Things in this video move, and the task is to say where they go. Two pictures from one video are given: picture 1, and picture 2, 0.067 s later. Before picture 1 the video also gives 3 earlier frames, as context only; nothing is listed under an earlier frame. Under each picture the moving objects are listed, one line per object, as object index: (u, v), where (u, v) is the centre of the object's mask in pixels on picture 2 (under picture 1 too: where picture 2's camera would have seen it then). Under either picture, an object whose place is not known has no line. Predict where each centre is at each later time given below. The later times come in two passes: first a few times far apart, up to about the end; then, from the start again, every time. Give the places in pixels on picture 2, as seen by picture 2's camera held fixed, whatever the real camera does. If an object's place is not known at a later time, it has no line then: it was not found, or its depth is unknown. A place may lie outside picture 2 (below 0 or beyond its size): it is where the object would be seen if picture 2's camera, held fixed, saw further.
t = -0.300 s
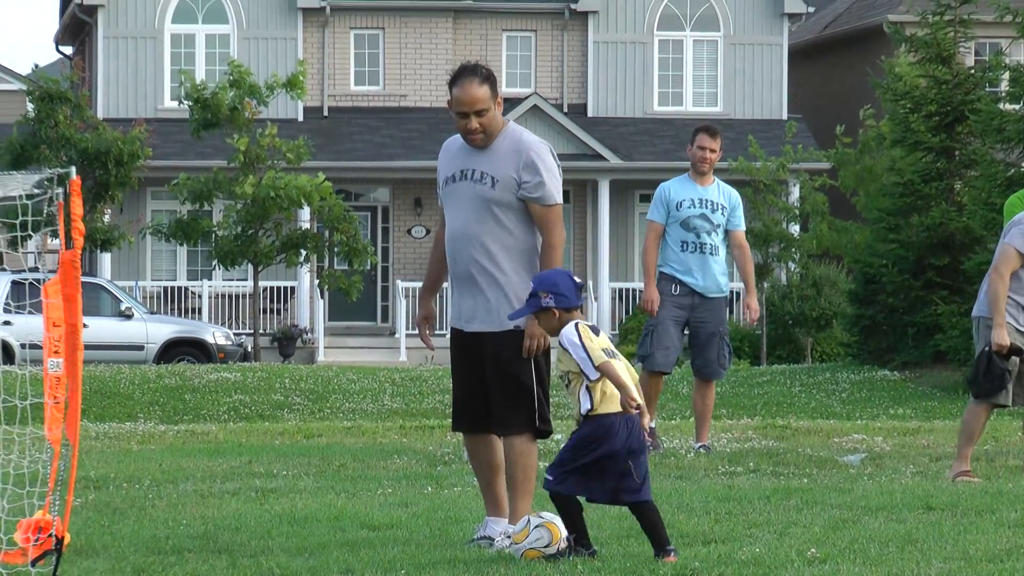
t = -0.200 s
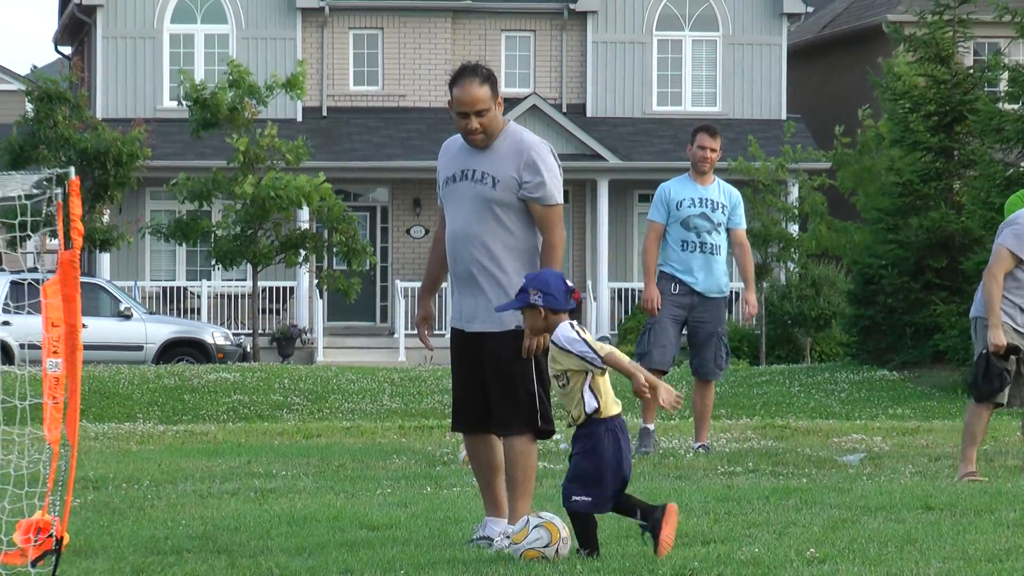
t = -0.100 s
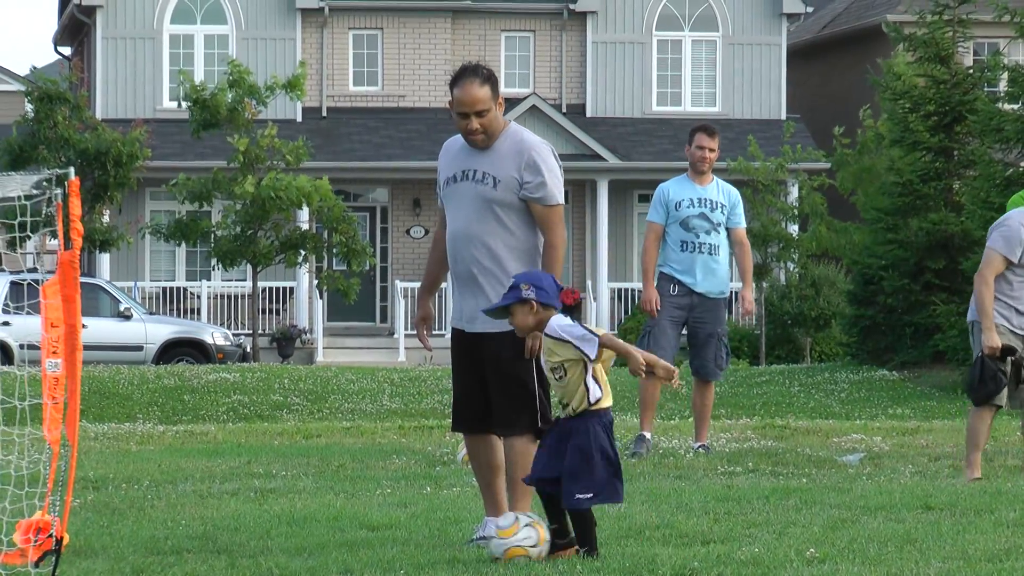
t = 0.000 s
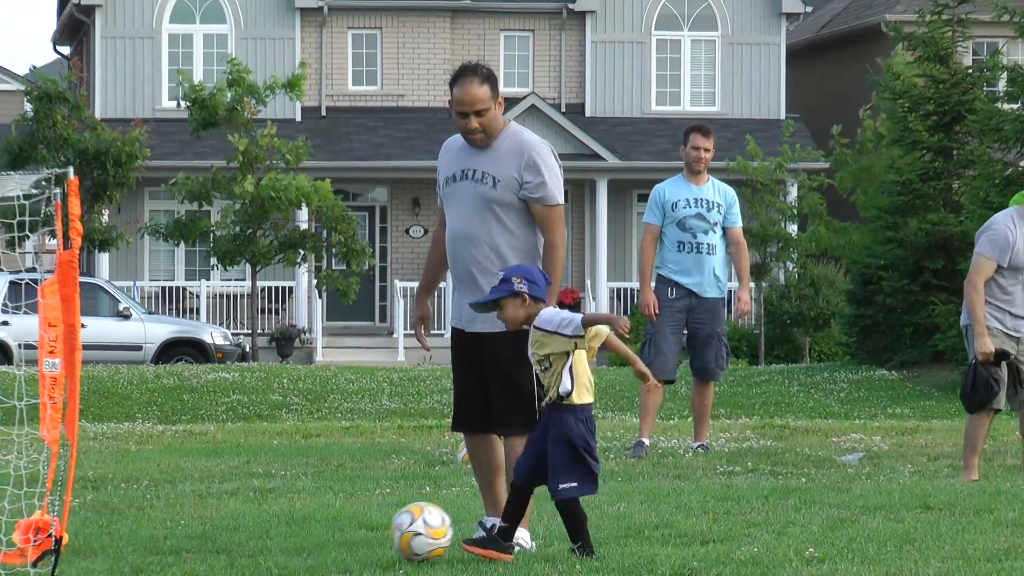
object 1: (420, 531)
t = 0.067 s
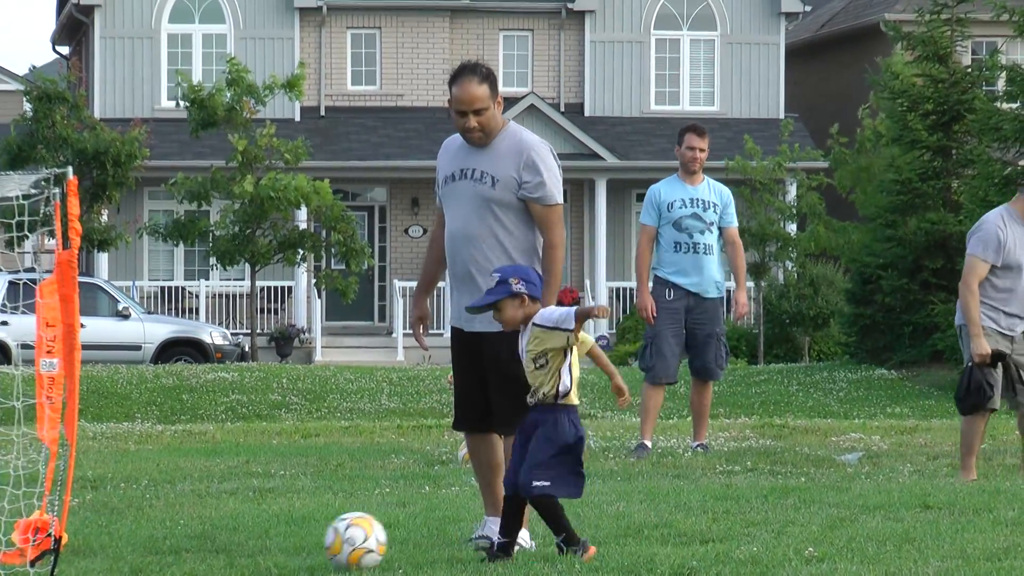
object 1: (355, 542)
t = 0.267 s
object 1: (215, 553)
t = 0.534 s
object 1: (89, 559)
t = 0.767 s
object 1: (3, 562)
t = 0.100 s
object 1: (323, 549)
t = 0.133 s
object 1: (293, 555)
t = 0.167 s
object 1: (272, 554)
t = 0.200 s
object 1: (252, 553)
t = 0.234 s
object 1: (234, 552)
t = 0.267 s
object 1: (215, 553)
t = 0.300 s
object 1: (197, 554)
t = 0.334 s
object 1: (180, 557)
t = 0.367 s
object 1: (164, 559)
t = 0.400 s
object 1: (148, 559)
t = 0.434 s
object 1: (133, 558)
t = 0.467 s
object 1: (119, 557)
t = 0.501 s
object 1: (104, 558)
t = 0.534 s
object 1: (89, 559)
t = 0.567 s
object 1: (76, 560)
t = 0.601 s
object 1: (61, 561)
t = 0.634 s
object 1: (48, 561)
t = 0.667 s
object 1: (35, 561)
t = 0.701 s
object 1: (21, 560)
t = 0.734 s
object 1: (13, 560)
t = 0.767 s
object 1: (3, 562)
